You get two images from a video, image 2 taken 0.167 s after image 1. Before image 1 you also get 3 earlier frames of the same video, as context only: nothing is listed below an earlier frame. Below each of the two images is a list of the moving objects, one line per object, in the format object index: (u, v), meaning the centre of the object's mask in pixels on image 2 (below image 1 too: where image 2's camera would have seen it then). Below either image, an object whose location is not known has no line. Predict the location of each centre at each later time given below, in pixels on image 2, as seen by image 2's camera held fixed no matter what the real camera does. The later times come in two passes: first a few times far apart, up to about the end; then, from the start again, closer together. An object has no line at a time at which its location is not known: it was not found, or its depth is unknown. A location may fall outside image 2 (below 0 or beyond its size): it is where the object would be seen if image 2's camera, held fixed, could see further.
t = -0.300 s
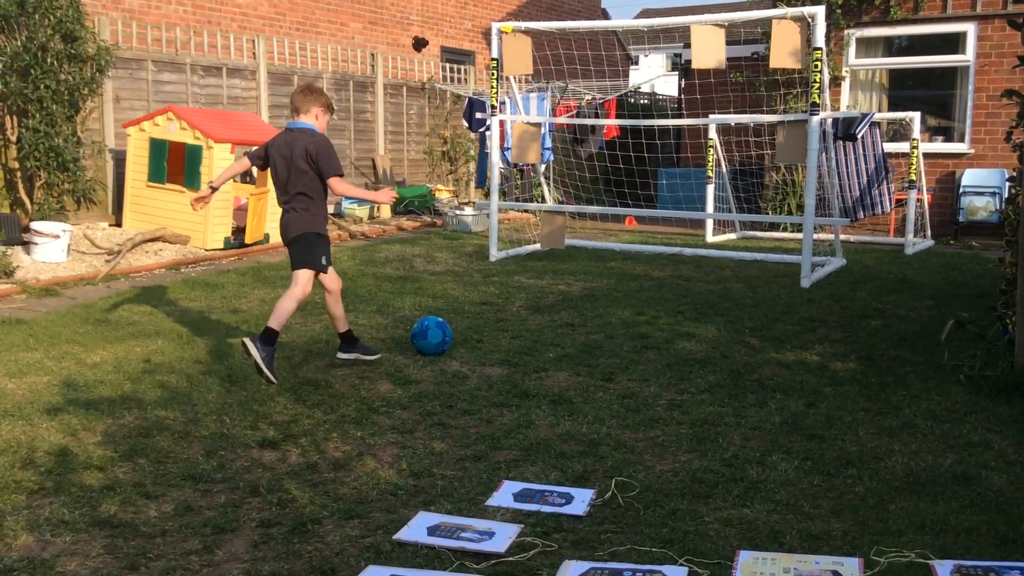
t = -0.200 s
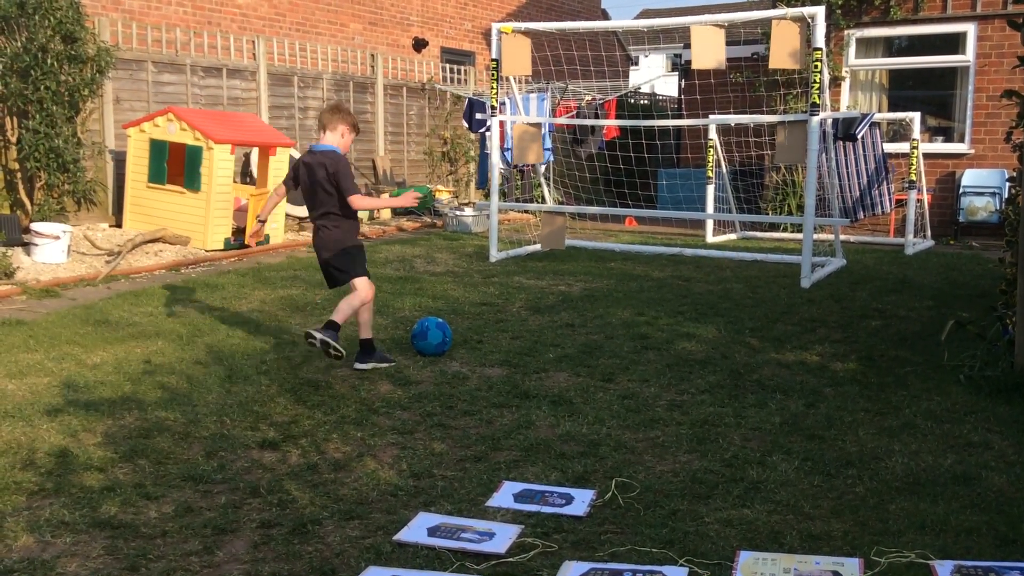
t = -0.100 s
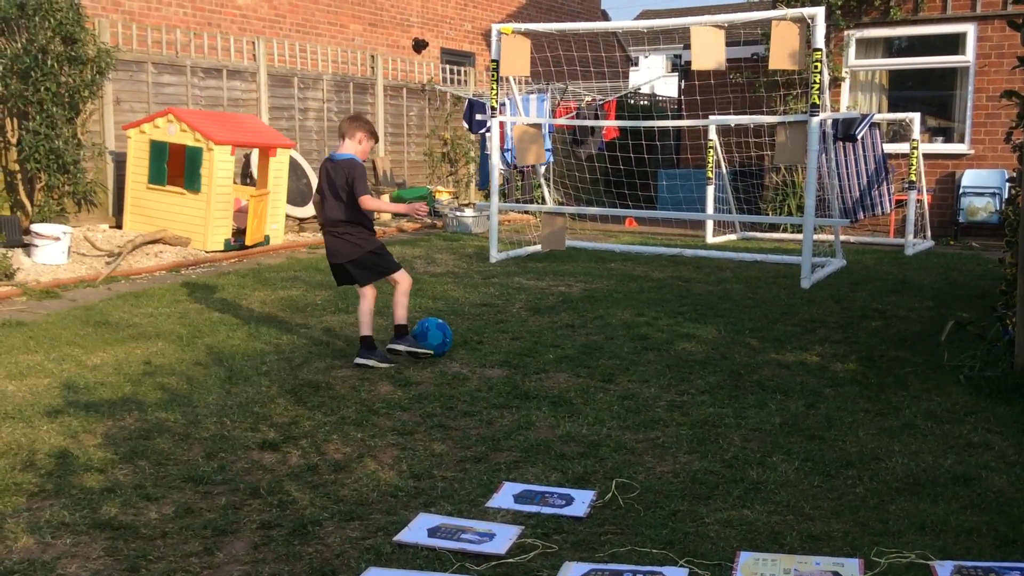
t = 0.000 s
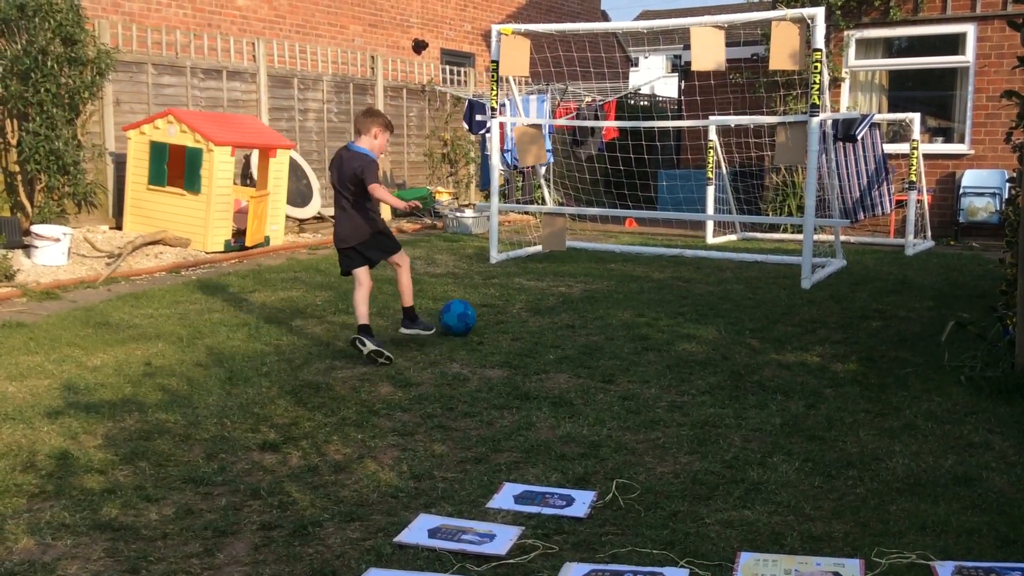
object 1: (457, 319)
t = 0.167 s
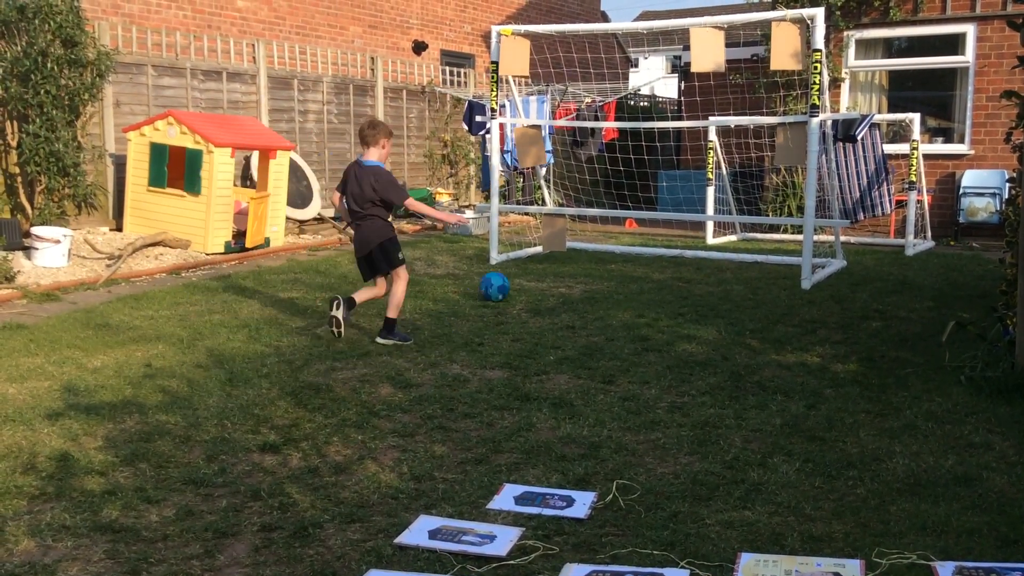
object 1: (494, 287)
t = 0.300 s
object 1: (509, 266)
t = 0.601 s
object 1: (530, 249)
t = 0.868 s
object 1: (579, 222)
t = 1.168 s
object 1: (594, 232)
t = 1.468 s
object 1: (596, 241)
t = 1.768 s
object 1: (597, 244)
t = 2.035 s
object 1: (599, 245)
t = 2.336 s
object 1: (599, 245)
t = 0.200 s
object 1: (499, 283)
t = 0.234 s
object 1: (502, 277)
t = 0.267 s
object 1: (506, 271)
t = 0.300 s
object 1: (509, 266)
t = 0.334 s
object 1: (512, 264)
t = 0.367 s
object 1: (514, 263)
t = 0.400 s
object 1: (517, 263)
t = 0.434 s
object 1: (519, 261)
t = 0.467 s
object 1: (523, 258)
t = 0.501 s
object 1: (524, 254)
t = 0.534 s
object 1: (526, 251)
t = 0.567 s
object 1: (528, 250)
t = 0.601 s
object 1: (530, 249)
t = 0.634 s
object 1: (532, 248)
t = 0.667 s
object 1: (536, 241)
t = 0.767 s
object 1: (568, 225)
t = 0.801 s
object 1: (572, 224)
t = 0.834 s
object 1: (575, 223)
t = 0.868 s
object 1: (579, 222)
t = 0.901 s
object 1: (584, 223)
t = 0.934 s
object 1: (588, 225)
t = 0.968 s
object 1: (591, 227)
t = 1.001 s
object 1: (592, 230)
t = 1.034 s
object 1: (593, 233)
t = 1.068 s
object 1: (593, 233)
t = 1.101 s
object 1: (593, 232)
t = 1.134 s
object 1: (593, 231)
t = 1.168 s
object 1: (594, 232)
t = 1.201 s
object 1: (594, 234)
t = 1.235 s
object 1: (594, 237)
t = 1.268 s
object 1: (594, 241)
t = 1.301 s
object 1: (594, 243)
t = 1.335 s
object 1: (594, 242)
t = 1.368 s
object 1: (595, 240)
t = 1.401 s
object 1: (595, 239)
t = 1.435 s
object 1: (596, 240)
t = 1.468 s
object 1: (596, 241)
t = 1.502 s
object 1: (596, 243)
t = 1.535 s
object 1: (596, 243)
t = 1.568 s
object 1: (596, 243)
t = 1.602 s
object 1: (596, 243)
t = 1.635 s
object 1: (597, 243)
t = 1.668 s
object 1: (597, 243)
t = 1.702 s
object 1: (597, 243)
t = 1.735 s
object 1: (597, 244)
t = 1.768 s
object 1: (597, 244)
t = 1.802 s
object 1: (598, 244)
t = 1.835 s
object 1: (598, 244)
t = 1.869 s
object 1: (598, 244)
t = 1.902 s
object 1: (598, 244)
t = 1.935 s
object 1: (598, 244)
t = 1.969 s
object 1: (599, 245)
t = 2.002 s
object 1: (599, 245)
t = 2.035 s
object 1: (599, 245)
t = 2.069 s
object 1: (599, 245)
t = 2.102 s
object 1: (599, 245)
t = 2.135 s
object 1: (599, 245)
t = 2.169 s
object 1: (599, 245)
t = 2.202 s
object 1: (599, 245)
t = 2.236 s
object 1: (600, 245)
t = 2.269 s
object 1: (600, 245)
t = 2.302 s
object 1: (599, 245)
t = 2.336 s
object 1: (599, 245)
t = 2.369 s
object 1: (599, 245)
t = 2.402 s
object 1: (599, 245)
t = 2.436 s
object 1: (599, 245)
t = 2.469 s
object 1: (599, 245)
